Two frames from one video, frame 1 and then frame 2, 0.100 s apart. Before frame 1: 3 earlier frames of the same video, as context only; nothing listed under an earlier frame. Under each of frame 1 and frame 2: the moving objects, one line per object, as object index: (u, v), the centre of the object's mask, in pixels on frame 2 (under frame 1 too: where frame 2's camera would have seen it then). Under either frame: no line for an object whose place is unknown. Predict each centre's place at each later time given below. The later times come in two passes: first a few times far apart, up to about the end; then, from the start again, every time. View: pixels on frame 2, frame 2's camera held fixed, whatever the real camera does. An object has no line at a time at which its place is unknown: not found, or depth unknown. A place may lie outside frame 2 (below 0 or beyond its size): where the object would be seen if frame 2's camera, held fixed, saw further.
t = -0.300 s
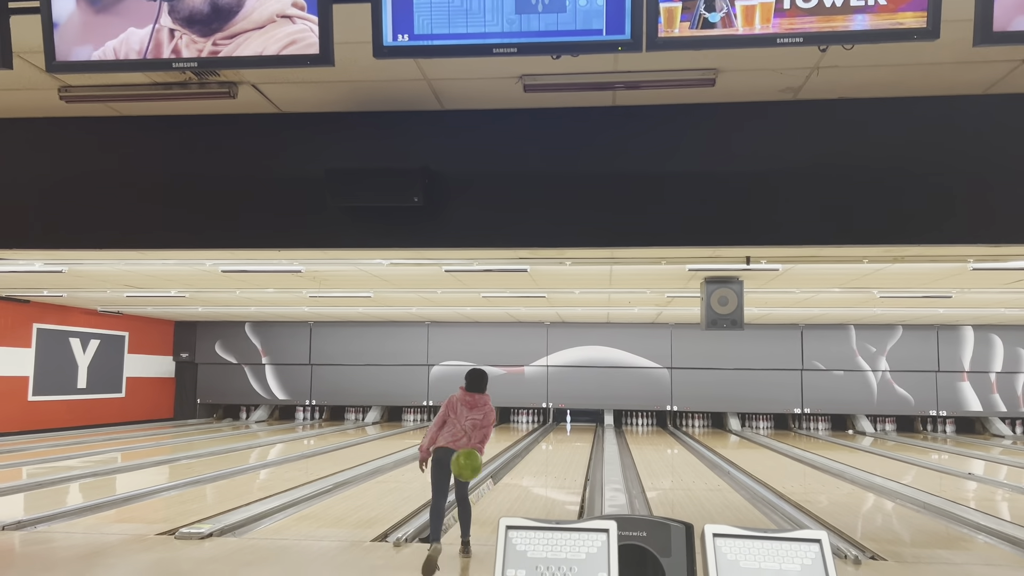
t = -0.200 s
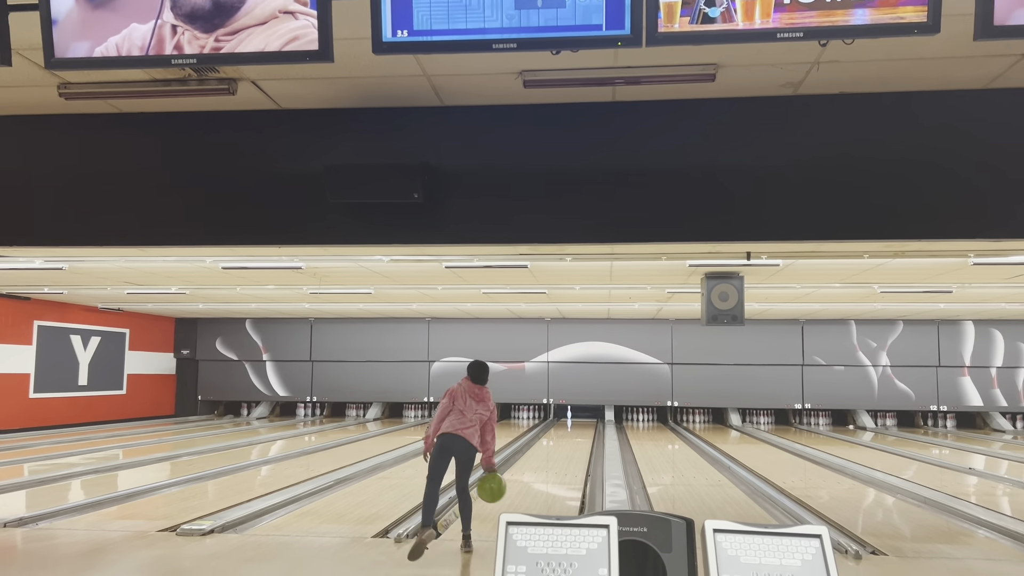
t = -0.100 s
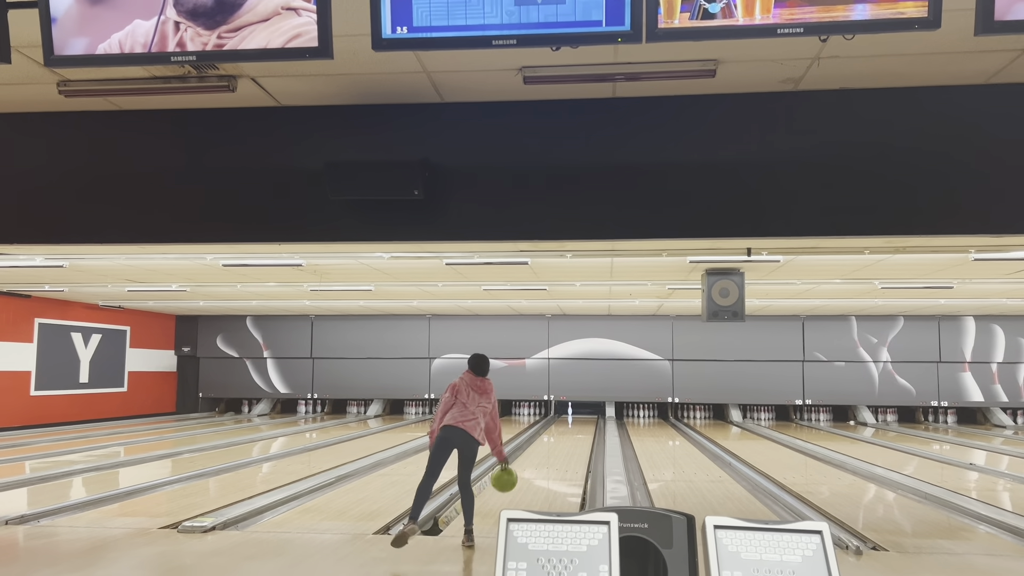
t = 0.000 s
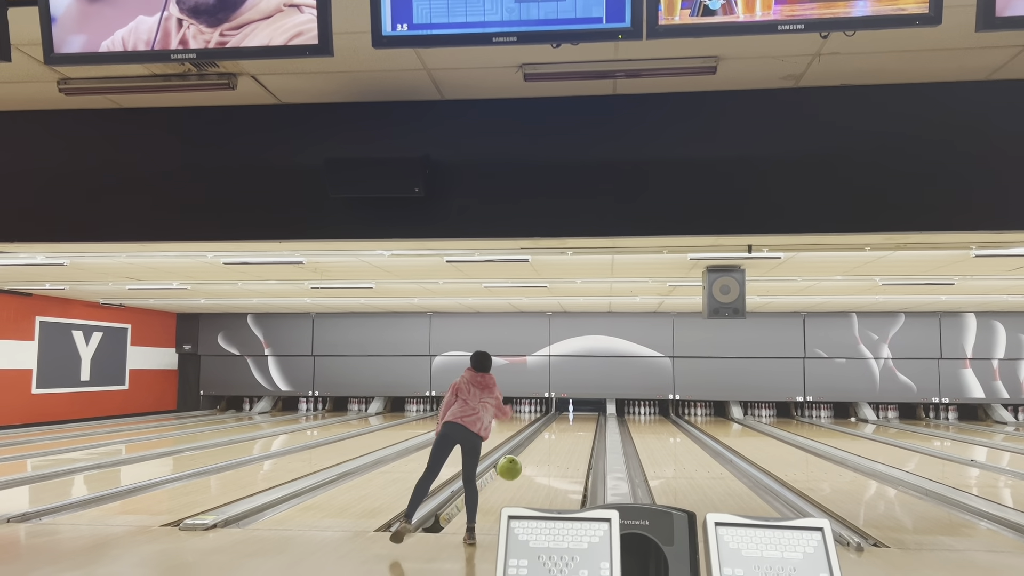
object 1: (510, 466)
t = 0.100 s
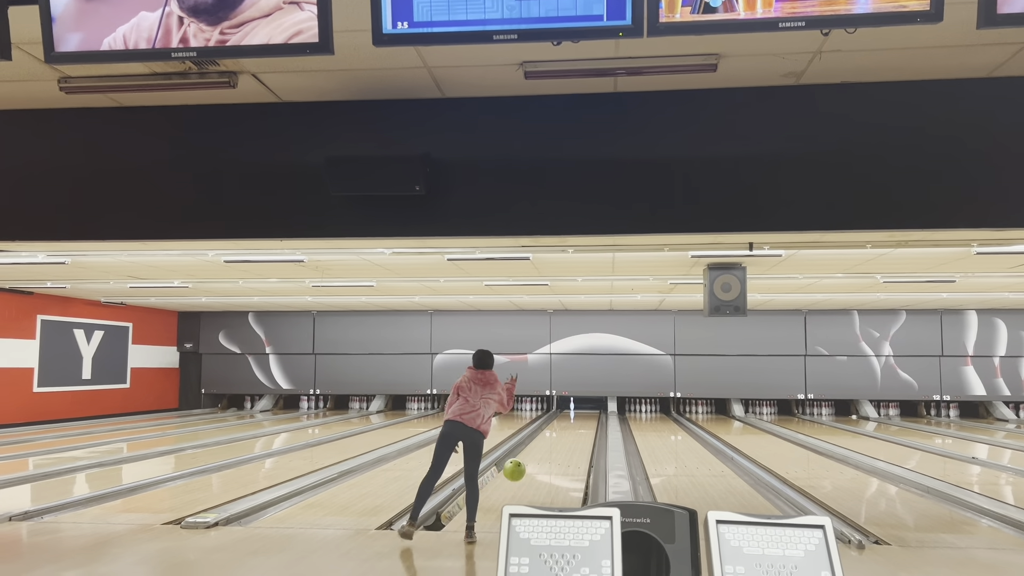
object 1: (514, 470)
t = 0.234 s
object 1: (518, 478)
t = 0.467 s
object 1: (523, 463)
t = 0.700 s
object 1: (528, 451)
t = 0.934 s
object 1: (532, 442)
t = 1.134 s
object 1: (534, 436)
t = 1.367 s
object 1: (544, 430)
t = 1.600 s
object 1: (552, 426)
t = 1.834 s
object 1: (559, 422)
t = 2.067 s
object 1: (565, 418)
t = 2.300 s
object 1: (569, 415)
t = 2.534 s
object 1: (574, 413)
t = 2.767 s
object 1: (577, 411)
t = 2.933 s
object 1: (579, 410)
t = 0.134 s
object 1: (515, 473)
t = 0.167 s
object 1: (516, 478)
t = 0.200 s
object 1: (517, 483)
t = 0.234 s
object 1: (518, 478)
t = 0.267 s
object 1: (519, 474)
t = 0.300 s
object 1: (520, 471)
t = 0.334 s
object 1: (521, 470)
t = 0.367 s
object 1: (521, 469)
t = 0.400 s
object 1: (522, 467)
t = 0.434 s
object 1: (523, 465)
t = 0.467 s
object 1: (523, 463)
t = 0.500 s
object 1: (524, 461)
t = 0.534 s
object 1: (525, 460)
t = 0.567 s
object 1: (525, 458)
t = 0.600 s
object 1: (526, 456)
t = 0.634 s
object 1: (527, 455)
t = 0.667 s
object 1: (528, 453)
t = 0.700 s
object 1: (528, 451)
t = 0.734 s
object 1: (529, 450)
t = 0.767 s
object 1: (530, 449)
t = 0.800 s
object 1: (531, 447)
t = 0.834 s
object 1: (531, 446)
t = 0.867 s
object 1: (531, 445)
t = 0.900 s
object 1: (532, 444)
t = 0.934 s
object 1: (532, 442)
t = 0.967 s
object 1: (532, 441)
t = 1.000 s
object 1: (532, 440)
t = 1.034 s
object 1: (533, 439)
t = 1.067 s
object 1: (533, 438)
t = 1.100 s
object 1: (533, 437)
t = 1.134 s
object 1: (534, 436)
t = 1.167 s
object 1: (535, 435)
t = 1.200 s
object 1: (537, 434)
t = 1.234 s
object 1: (538, 433)
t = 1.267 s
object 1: (540, 432)
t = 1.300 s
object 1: (541, 432)
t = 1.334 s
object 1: (542, 431)
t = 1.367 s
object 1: (544, 430)
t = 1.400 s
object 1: (545, 429)
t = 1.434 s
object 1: (546, 429)
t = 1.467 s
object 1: (547, 428)
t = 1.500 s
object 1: (549, 427)
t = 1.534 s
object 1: (550, 427)
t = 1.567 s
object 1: (550, 426)
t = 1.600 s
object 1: (552, 426)
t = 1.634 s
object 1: (553, 425)
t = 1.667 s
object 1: (554, 425)
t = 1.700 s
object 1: (555, 424)
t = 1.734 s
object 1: (556, 423)
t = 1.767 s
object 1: (557, 423)
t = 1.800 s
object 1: (558, 422)
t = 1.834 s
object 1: (559, 422)
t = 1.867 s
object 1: (560, 421)
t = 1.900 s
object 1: (561, 421)
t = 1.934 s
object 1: (562, 420)
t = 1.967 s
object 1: (563, 420)
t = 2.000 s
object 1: (564, 420)
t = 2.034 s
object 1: (565, 419)
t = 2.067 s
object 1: (565, 418)
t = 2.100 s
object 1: (566, 418)
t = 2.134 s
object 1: (567, 417)
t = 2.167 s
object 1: (567, 417)
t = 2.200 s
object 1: (568, 417)
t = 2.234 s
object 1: (568, 416)
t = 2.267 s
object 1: (569, 416)
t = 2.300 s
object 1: (569, 415)
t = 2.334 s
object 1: (570, 415)
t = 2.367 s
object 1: (571, 415)
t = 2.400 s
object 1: (572, 415)
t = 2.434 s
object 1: (572, 414)
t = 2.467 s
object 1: (573, 414)
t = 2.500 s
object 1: (573, 414)
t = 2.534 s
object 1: (574, 413)
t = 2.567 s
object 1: (574, 413)
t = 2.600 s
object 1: (575, 413)
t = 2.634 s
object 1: (575, 413)
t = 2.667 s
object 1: (576, 412)
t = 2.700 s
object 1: (576, 412)
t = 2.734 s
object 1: (577, 411)
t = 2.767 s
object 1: (577, 411)
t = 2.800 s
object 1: (578, 411)
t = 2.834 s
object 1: (578, 411)
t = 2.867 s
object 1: (579, 410)
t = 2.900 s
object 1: (579, 410)
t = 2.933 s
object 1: (579, 410)
